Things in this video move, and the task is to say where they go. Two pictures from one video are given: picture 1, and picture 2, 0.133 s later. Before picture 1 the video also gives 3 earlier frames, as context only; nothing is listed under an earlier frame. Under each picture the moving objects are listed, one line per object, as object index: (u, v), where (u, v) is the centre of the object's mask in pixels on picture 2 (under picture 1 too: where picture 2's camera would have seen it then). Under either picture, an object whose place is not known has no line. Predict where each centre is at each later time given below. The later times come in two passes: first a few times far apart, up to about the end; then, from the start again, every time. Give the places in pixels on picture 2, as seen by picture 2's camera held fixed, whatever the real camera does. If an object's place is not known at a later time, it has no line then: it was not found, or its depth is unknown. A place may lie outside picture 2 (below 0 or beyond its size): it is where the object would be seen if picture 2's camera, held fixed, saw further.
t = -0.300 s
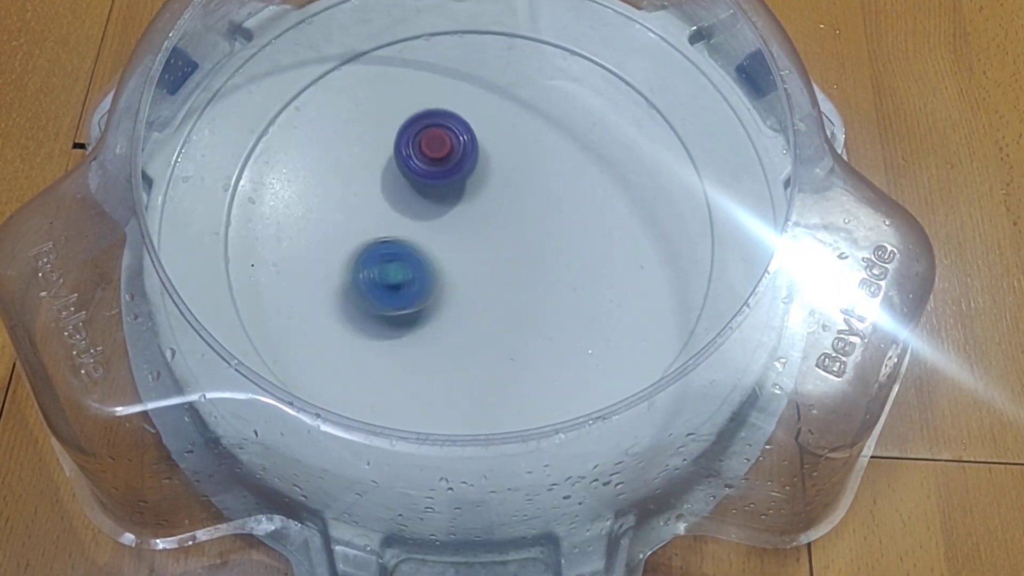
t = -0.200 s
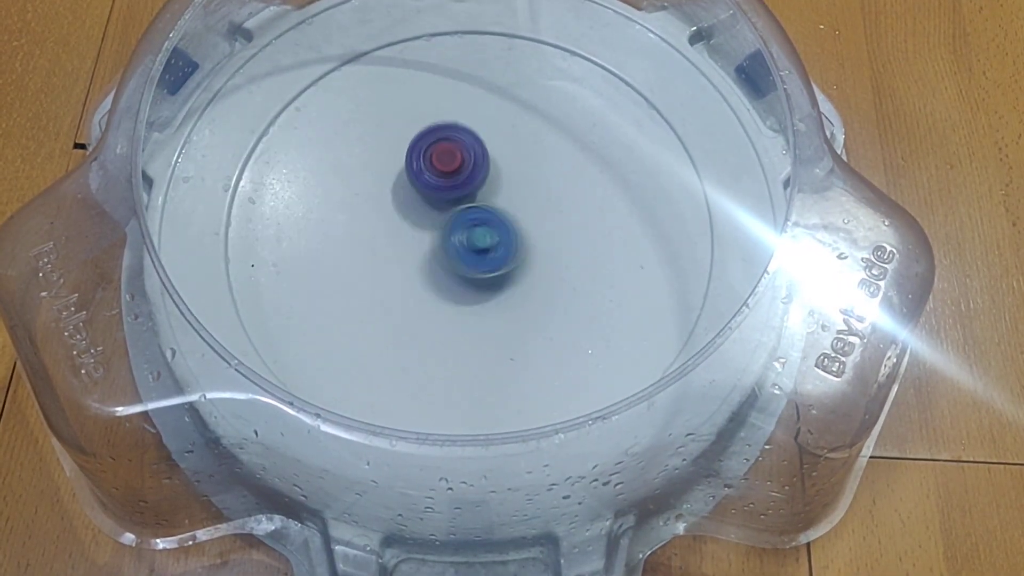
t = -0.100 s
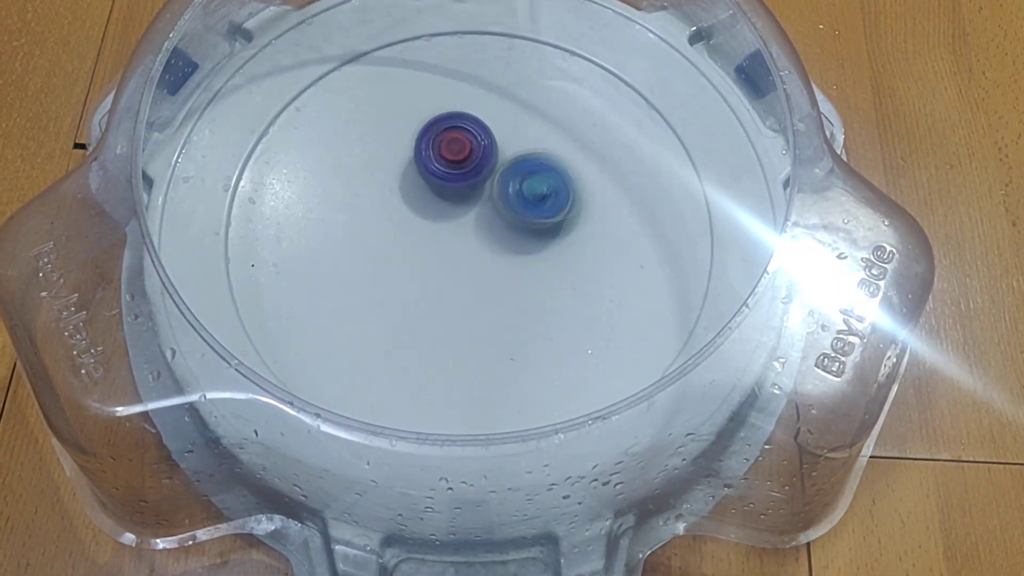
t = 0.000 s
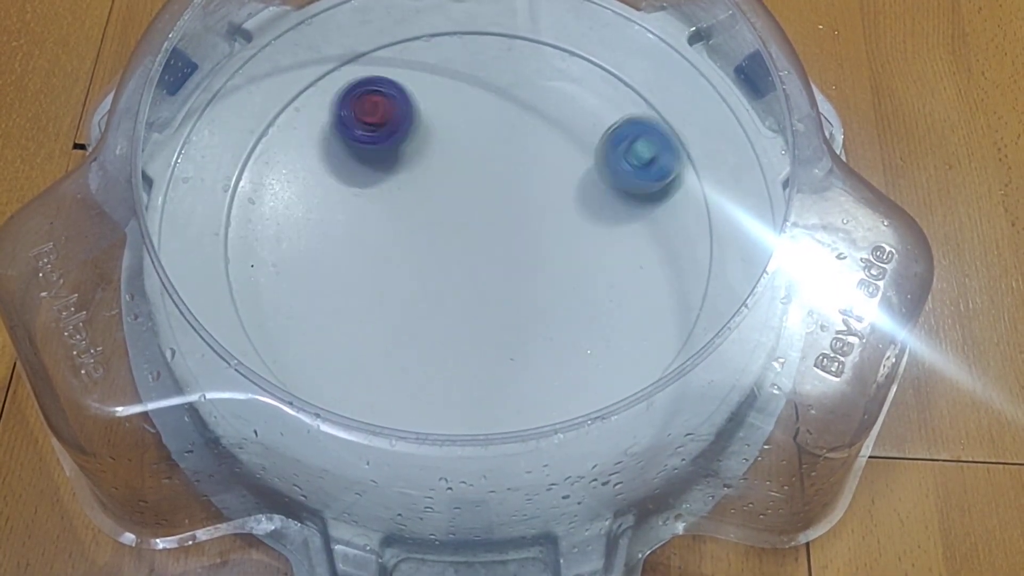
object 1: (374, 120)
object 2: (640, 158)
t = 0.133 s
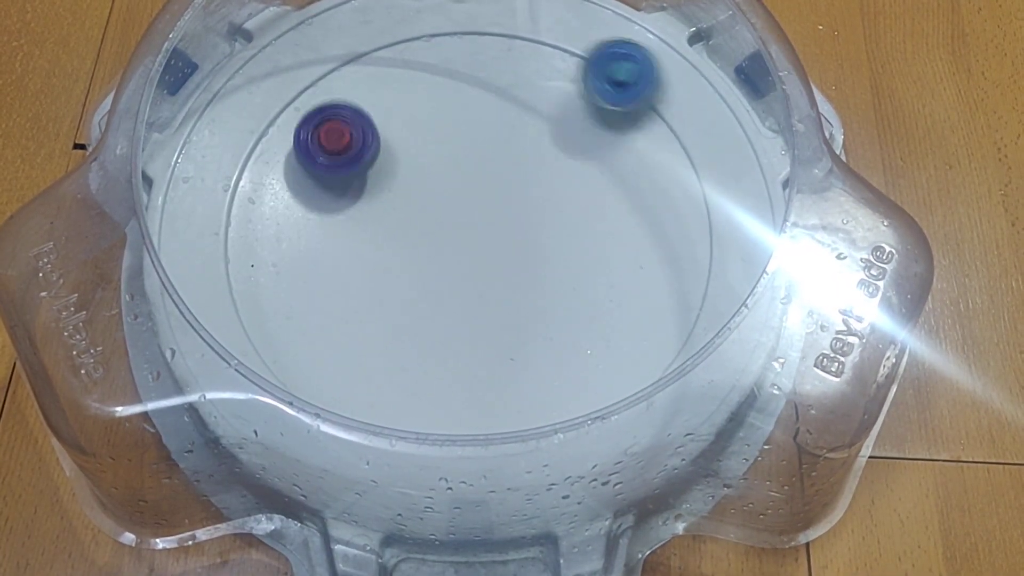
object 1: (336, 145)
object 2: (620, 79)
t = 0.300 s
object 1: (360, 216)
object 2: (479, 32)
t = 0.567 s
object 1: (448, 289)
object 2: (365, 178)
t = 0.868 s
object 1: (606, 320)
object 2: (605, 231)
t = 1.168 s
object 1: (609, 239)
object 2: (529, 54)
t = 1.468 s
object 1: (543, 224)
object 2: (414, 279)
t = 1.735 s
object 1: (492, 243)
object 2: (696, 249)
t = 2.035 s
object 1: (446, 272)
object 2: (478, 119)
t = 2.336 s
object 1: (577, 440)
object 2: (261, 133)
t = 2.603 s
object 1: (574, 223)
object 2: (372, 415)
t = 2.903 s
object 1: (442, 146)
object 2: (693, 248)
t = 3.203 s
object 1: (356, 162)
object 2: (411, 53)
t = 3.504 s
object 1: (350, 217)
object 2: (270, 340)
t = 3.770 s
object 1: (389, 237)
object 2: (595, 367)
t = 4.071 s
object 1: (451, 231)
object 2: (522, 88)
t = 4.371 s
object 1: (499, 212)
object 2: (237, 230)
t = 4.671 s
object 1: (527, 197)
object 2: (516, 392)
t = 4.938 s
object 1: (537, 198)
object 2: (616, 135)
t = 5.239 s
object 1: (532, 215)
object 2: (301, 105)
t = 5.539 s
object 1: (514, 242)
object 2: (390, 385)
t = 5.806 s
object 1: (494, 267)
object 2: (655, 231)
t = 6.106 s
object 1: (474, 289)
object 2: (429, 59)
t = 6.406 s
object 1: (458, 297)
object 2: (318, 310)
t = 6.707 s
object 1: (445, 275)
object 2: (624, 317)
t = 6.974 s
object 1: (429, 247)
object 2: (575, 108)
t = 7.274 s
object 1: (428, 233)
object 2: (332, 167)
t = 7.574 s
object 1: (459, 226)
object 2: (400, 370)
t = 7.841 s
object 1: (472, 202)
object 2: (574, 296)
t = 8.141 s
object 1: (371, 177)
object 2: (594, 144)
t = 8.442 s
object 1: (359, 233)
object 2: (417, 125)
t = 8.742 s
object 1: (425, 406)
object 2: (396, 140)
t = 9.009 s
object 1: (537, 334)
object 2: (416, 210)
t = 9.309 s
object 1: (541, 284)
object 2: (478, 211)
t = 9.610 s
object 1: (531, 315)
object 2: (459, 149)
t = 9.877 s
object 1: (508, 287)
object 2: (427, 184)
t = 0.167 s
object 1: (338, 161)
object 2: (593, 66)
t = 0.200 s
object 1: (342, 176)
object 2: (563, 53)
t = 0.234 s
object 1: (347, 188)
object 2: (535, 43)
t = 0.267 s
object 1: (353, 203)
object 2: (508, 37)
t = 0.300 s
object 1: (360, 216)
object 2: (479, 32)
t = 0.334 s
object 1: (369, 229)
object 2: (456, 34)
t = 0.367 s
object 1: (377, 241)
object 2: (433, 40)
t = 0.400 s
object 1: (388, 252)
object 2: (411, 48)
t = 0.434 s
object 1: (398, 261)
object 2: (392, 67)
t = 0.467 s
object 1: (410, 270)
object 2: (376, 88)
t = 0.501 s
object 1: (423, 277)
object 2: (365, 114)
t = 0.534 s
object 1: (435, 284)
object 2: (361, 146)
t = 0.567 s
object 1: (448, 289)
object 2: (365, 178)
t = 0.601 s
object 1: (462, 294)
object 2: (379, 209)
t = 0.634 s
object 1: (474, 297)
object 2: (401, 236)
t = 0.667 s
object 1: (500, 310)
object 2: (422, 252)
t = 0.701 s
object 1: (527, 323)
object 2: (446, 261)
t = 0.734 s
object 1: (548, 330)
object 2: (476, 268)
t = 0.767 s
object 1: (567, 333)
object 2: (508, 268)
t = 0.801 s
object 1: (583, 332)
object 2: (543, 260)
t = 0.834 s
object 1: (596, 327)
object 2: (577, 247)
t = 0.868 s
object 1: (606, 320)
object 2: (605, 231)
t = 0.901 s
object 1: (615, 312)
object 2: (627, 207)
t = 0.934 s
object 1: (621, 303)
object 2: (640, 179)
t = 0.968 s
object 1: (625, 294)
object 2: (643, 150)
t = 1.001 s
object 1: (626, 284)
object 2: (639, 122)
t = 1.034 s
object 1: (626, 275)
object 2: (627, 98)
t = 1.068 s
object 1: (624, 265)
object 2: (608, 76)
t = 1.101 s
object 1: (620, 256)
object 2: (586, 61)
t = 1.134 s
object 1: (615, 247)
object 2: (559, 56)
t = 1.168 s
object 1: (609, 239)
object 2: (529, 54)
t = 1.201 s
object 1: (602, 232)
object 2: (501, 58)
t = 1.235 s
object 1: (596, 228)
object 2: (472, 65)
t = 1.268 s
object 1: (590, 225)
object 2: (443, 84)
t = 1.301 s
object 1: (583, 223)
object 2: (420, 106)
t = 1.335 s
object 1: (575, 222)
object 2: (401, 137)
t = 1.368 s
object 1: (567, 221)
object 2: (390, 170)
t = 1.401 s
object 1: (559, 222)
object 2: (387, 208)
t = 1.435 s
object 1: (551, 223)
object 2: (397, 244)
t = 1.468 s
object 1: (543, 224)
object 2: (414, 279)
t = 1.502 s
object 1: (536, 226)
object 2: (445, 309)
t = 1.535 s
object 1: (529, 228)
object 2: (482, 331)
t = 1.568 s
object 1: (523, 229)
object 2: (528, 345)
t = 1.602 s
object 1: (516, 232)
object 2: (576, 345)
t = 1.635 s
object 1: (510, 236)
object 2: (620, 335)
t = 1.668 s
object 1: (504, 237)
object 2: (661, 316)
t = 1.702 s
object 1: (498, 241)
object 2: (694, 292)
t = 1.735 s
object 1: (492, 243)
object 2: (696, 249)
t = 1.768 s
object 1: (487, 247)
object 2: (687, 208)
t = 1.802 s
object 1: (481, 250)
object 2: (675, 173)
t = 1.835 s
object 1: (476, 254)
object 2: (661, 143)
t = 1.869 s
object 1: (471, 257)
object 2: (641, 121)
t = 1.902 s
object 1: (466, 259)
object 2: (615, 106)
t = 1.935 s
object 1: (460, 263)
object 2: (583, 98)
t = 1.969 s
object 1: (456, 266)
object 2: (547, 97)
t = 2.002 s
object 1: (451, 269)
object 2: (513, 104)
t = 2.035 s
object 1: (446, 272)
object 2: (478, 119)
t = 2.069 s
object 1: (442, 275)
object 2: (448, 138)
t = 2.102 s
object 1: (438, 277)
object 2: (423, 163)
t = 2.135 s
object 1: (435, 280)
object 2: (404, 196)
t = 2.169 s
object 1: (451, 330)
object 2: (377, 190)
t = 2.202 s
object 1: (478, 391)
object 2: (346, 161)
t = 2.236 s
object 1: (506, 448)
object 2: (318, 139)
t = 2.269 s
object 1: (537, 479)
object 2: (295, 124)
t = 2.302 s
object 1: (559, 463)
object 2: (277, 122)
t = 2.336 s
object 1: (577, 440)
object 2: (261, 133)
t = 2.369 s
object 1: (592, 415)
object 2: (246, 159)
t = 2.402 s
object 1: (600, 390)
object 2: (232, 194)
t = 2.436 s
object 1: (607, 359)
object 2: (225, 236)
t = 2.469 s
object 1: (607, 329)
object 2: (234, 282)
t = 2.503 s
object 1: (604, 301)
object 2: (254, 324)
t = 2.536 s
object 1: (596, 274)
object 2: (292, 357)
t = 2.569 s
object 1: (586, 247)
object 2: (335, 386)
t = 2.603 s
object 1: (574, 223)
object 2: (372, 415)
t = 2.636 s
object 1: (558, 202)
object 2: (421, 439)
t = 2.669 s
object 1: (543, 187)
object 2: (476, 443)
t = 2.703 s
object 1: (528, 175)
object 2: (528, 435)
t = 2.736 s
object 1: (513, 167)
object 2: (576, 417)
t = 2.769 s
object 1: (498, 160)
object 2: (618, 393)
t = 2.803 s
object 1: (484, 155)
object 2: (651, 361)
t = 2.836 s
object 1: (469, 151)
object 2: (672, 325)
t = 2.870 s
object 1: (455, 148)
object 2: (689, 290)
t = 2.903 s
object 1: (442, 146)
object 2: (693, 248)
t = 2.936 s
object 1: (430, 145)
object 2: (688, 208)
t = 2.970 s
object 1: (419, 146)
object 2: (675, 172)
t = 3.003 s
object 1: (409, 147)
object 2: (654, 138)
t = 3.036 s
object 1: (399, 148)
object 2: (625, 109)
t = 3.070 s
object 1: (389, 150)
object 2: (590, 85)
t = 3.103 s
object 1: (380, 153)
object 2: (549, 68)
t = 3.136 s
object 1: (370, 155)
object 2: (504, 58)
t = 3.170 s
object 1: (363, 159)
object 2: (457, 53)
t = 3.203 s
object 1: (356, 162)
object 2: (411, 53)
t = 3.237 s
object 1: (350, 166)
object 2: (367, 62)
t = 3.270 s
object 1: (345, 171)
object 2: (323, 82)
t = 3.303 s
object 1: (340, 176)
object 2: (286, 109)
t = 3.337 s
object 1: (341, 186)
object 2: (253, 141)
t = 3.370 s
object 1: (342, 195)
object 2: (240, 185)
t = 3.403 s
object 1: (344, 202)
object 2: (232, 229)
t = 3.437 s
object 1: (346, 208)
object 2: (231, 268)
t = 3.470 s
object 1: (348, 213)
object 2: (244, 307)
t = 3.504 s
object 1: (350, 217)
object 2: (270, 340)
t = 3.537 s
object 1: (353, 221)
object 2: (300, 366)
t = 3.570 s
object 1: (356, 225)
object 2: (339, 388)
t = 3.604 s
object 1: (360, 228)
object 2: (377, 402)
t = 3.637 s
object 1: (365, 230)
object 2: (420, 430)
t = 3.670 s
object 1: (370, 234)
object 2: (466, 429)
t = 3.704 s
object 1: (376, 236)
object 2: (511, 405)
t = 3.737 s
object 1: (383, 237)
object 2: (556, 390)
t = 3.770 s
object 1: (389, 237)
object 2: (595, 367)
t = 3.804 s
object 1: (396, 238)
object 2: (622, 339)
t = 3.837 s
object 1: (403, 238)
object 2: (642, 304)
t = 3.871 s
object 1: (411, 238)
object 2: (652, 267)
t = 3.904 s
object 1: (418, 238)
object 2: (650, 225)
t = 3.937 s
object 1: (425, 237)
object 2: (639, 187)
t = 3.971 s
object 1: (432, 236)
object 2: (619, 156)
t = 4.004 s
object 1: (439, 235)
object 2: (593, 127)
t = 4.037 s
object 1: (445, 233)
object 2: (558, 104)
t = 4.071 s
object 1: (451, 231)
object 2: (522, 88)
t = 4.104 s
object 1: (457, 229)
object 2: (483, 77)
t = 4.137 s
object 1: (463, 227)
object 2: (442, 71)
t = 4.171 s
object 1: (469, 225)
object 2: (400, 74)
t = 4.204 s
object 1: (474, 222)
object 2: (362, 83)
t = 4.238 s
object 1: (480, 221)
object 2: (325, 101)
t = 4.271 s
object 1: (485, 218)
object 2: (292, 127)
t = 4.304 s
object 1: (490, 216)
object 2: (266, 158)
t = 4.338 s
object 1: (495, 214)
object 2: (248, 192)
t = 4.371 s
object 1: (499, 212)
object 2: (237, 230)
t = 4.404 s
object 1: (503, 209)
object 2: (238, 265)
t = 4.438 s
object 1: (507, 207)
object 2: (247, 298)
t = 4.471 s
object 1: (511, 205)
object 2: (269, 331)
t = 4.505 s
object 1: (514, 203)
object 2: (297, 355)
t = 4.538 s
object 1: (518, 201)
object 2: (333, 376)
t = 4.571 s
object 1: (520, 200)
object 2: (373, 392)
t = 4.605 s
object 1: (523, 199)
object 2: (420, 401)
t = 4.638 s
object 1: (525, 197)
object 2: (468, 402)
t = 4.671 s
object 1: (527, 197)
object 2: (516, 392)
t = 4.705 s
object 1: (529, 196)
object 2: (558, 373)
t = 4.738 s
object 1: (531, 196)
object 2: (591, 348)
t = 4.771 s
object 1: (532, 196)
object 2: (620, 312)
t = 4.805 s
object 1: (534, 196)
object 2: (637, 277)
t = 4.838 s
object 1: (535, 196)
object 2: (646, 240)
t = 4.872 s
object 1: (536, 196)
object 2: (644, 203)
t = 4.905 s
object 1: (537, 197)
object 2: (635, 169)
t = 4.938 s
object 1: (537, 198)
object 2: (616, 135)
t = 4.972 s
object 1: (537, 199)
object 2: (590, 106)
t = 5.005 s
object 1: (537, 201)
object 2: (560, 87)
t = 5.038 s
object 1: (537, 202)
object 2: (524, 70)
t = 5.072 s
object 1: (537, 204)
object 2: (484, 60)
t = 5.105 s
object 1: (536, 206)
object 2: (446, 53)
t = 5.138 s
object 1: (535, 208)
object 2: (405, 56)
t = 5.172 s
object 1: (534, 210)
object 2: (367, 65)
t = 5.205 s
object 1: (534, 212)
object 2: (333, 80)
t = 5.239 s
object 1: (532, 215)
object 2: (301, 105)
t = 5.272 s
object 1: (530, 218)
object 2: (276, 137)
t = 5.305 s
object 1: (529, 221)
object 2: (258, 172)
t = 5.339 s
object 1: (527, 223)
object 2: (249, 208)
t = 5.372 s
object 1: (525, 227)
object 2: (249, 245)
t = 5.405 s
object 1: (523, 230)
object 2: (260, 279)
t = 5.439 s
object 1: (521, 233)
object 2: (279, 313)
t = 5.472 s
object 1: (519, 236)
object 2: (309, 345)
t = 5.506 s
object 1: (516, 239)
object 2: (344, 368)
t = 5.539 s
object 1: (514, 242)
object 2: (390, 385)
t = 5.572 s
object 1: (512, 245)
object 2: (437, 393)
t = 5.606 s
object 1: (509, 248)
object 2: (483, 391)
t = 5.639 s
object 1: (506, 251)
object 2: (530, 380)
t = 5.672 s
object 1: (504, 255)
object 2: (573, 356)
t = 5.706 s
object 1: (501, 258)
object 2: (605, 332)
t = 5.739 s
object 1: (499, 260)
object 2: (629, 304)
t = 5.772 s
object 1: (496, 264)
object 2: (647, 268)
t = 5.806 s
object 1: (494, 267)
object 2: (655, 231)
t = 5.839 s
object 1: (491, 270)
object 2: (654, 196)
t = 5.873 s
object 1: (489, 273)
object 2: (644, 162)
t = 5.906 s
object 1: (487, 276)
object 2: (625, 130)
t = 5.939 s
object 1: (484, 278)
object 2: (600, 104)
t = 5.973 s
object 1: (482, 280)
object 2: (571, 82)
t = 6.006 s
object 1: (480, 283)
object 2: (537, 67)
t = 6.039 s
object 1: (478, 285)
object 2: (501, 60)
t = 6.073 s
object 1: (476, 288)
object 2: (463, 57)
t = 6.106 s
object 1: (474, 289)
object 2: (429, 59)
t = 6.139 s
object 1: (472, 291)
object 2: (393, 67)
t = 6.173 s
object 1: (470, 293)
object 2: (361, 83)
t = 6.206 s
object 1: (468, 294)
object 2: (334, 105)
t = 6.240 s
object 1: (466, 295)
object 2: (311, 134)
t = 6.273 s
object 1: (464, 296)
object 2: (294, 166)
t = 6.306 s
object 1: (463, 296)
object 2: (286, 203)
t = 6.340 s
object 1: (461, 297)
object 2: (286, 241)
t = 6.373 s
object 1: (459, 297)
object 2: (298, 278)
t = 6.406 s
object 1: (458, 297)
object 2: (318, 310)
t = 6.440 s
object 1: (457, 296)
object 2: (348, 337)
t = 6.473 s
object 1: (455, 294)
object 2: (381, 357)
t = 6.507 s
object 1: (454, 292)
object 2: (417, 371)
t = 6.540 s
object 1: (453, 290)
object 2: (454, 382)
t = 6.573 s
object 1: (452, 286)
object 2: (493, 383)
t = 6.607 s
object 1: (451, 283)
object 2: (530, 376)
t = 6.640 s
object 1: (449, 281)
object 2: (567, 361)
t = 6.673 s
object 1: (447, 278)
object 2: (600, 341)
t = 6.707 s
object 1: (445, 275)
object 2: (624, 317)
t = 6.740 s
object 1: (443, 272)
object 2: (644, 289)
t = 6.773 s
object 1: (441, 269)
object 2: (656, 257)
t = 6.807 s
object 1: (439, 265)
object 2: (659, 226)
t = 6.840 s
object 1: (437, 262)
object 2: (655, 197)
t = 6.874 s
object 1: (435, 259)
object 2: (643, 168)
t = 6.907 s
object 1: (433, 255)
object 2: (625, 143)
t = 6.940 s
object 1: (431, 251)
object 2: (601, 123)
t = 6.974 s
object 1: (429, 247)
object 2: (575, 108)
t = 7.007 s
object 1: (428, 244)
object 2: (546, 99)
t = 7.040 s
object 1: (426, 240)
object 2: (515, 94)
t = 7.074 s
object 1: (424, 236)
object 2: (485, 95)
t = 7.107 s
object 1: (423, 233)
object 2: (456, 101)
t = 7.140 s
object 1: (422, 230)
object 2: (426, 108)
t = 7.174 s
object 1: (420, 227)
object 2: (402, 121)
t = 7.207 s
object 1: (419, 224)
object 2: (380, 138)
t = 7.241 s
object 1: (419, 222)
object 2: (359, 158)
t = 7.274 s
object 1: (428, 233)
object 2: (332, 167)
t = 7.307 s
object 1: (436, 241)
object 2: (312, 187)
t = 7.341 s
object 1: (442, 244)
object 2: (300, 212)
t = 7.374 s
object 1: (446, 244)
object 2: (295, 242)
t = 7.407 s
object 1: (448, 241)
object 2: (297, 270)
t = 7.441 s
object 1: (450, 238)
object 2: (307, 297)
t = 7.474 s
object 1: (452, 235)
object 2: (325, 323)
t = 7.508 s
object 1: (455, 232)
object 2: (345, 343)
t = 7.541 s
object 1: (457, 229)
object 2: (372, 359)
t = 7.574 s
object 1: (459, 226)
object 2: (400, 370)
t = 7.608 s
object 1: (462, 223)
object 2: (427, 374)
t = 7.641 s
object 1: (464, 219)
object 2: (456, 374)
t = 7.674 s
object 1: (466, 216)
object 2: (484, 370)
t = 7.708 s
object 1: (467, 213)
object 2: (508, 361)
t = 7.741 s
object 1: (468, 210)
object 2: (531, 349)
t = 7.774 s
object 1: (469, 207)
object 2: (550, 333)
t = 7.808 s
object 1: (471, 203)
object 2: (564, 315)
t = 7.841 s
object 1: (472, 202)
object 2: (574, 296)
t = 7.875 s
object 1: (473, 198)
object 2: (581, 275)
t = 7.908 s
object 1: (474, 196)
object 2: (583, 254)
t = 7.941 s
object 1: (475, 194)
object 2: (581, 233)
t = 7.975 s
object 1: (475, 192)
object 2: (576, 215)
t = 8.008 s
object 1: (476, 190)
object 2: (567, 198)
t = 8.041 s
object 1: (451, 184)
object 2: (580, 183)
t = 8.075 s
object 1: (418, 179)
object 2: (595, 172)
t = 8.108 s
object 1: (390, 177)
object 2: (600, 159)
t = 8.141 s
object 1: (371, 177)
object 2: (594, 144)
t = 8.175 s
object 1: (358, 180)
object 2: (582, 130)
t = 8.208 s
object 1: (352, 185)
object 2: (564, 116)
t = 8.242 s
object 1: (350, 191)
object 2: (543, 106)
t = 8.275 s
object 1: (350, 197)
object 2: (522, 100)
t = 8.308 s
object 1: (350, 204)
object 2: (499, 98)
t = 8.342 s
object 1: (351, 211)
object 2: (476, 99)
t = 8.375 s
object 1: (353, 218)
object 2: (455, 104)
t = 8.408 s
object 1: (356, 226)
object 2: (434, 113)
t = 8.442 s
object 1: (359, 233)
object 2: (417, 125)
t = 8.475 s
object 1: (362, 239)
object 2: (401, 139)
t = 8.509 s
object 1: (367, 246)
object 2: (389, 158)
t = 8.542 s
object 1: (368, 259)
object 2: (383, 170)
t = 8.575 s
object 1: (361, 314)
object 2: (392, 147)
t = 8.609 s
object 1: (358, 359)
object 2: (400, 130)
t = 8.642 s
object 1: (365, 388)
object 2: (406, 123)
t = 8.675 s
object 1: (379, 401)
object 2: (406, 124)
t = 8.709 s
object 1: (403, 405)
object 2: (401, 131)
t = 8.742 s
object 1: (425, 406)
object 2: (396, 140)
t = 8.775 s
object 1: (446, 405)
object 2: (393, 150)
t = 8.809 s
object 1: (466, 402)
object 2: (391, 160)
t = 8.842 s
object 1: (486, 396)
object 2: (391, 169)
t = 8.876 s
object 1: (502, 387)
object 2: (393, 178)
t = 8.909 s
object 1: (515, 373)
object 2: (397, 188)
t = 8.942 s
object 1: (525, 360)
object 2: (402, 196)
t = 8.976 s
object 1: (532, 347)
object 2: (408, 203)
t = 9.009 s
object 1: (537, 334)
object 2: (416, 210)
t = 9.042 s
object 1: (540, 321)
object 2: (423, 215)
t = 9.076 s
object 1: (540, 310)
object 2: (431, 219)
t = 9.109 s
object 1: (540, 301)
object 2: (441, 223)
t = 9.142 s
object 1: (539, 293)
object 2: (450, 226)
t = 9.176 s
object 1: (537, 287)
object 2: (460, 227)
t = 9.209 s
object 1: (535, 282)
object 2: (469, 227)
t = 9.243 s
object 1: (540, 285)
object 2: (471, 220)
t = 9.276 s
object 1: (542, 286)
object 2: (474, 214)
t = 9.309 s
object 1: (541, 284)
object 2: (478, 211)
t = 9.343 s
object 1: (539, 281)
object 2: (482, 209)
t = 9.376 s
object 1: (537, 277)
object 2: (485, 206)
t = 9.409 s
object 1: (534, 274)
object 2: (487, 203)
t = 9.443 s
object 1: (530, 271)
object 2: (489, 200)
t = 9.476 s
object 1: (533, 283)
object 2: (486, 186)
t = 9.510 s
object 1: (535, 299)
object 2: (479, 166)
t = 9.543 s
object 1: (535, 310)
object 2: (473, 156)
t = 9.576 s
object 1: (533, 315)
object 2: (467, 151)
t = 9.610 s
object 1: (531, 315)
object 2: (459, 149)
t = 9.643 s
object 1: (530, 313)
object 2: (452, 148)
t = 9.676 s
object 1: (529, 309)
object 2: (445, 150)
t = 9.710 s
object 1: (528, 305)
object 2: (439, 154)
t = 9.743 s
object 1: (526, 300)
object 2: (435, 159)
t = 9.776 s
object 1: (522, 297)
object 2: (432, 165)
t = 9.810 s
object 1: (518, 293)
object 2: (429, 171)
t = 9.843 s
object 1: (513, 290)
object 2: (428, 178)
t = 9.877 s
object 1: (508, 287)
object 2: (427, 184)
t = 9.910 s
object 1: (503, 284)
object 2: (428, 191)
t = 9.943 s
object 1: (499, 282)
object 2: (430, 197)
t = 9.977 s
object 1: (494, 279)
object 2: (433, 203)
